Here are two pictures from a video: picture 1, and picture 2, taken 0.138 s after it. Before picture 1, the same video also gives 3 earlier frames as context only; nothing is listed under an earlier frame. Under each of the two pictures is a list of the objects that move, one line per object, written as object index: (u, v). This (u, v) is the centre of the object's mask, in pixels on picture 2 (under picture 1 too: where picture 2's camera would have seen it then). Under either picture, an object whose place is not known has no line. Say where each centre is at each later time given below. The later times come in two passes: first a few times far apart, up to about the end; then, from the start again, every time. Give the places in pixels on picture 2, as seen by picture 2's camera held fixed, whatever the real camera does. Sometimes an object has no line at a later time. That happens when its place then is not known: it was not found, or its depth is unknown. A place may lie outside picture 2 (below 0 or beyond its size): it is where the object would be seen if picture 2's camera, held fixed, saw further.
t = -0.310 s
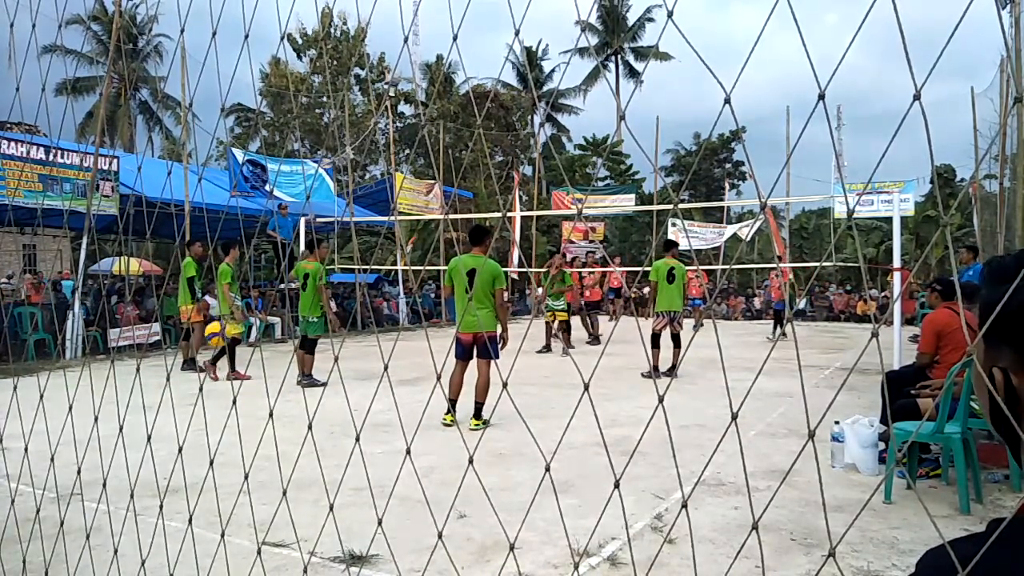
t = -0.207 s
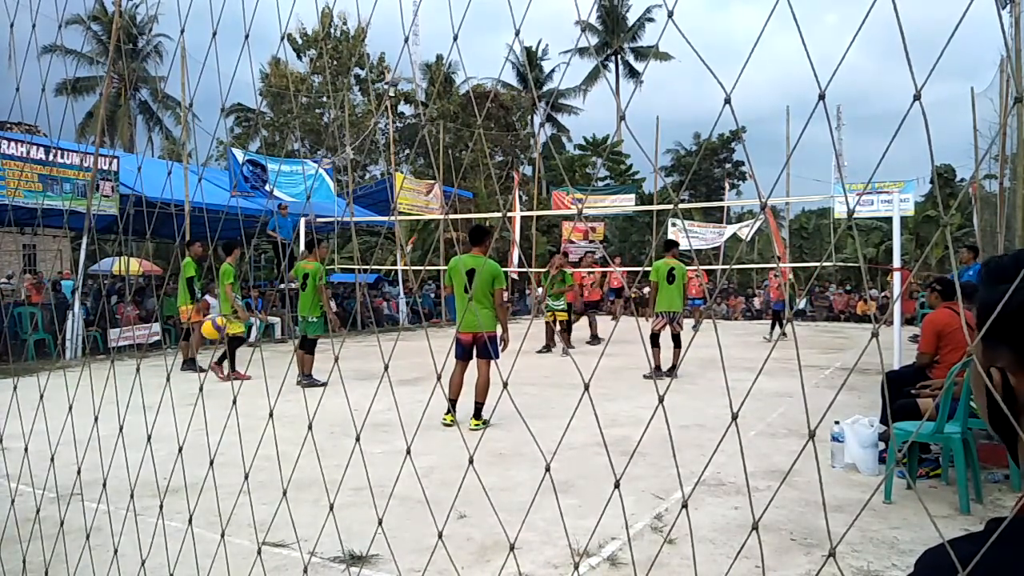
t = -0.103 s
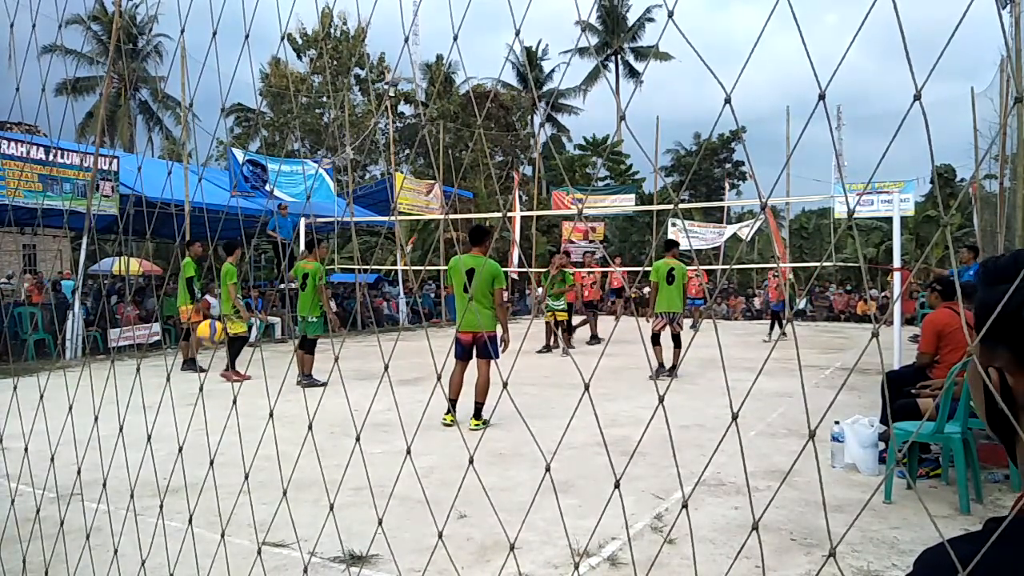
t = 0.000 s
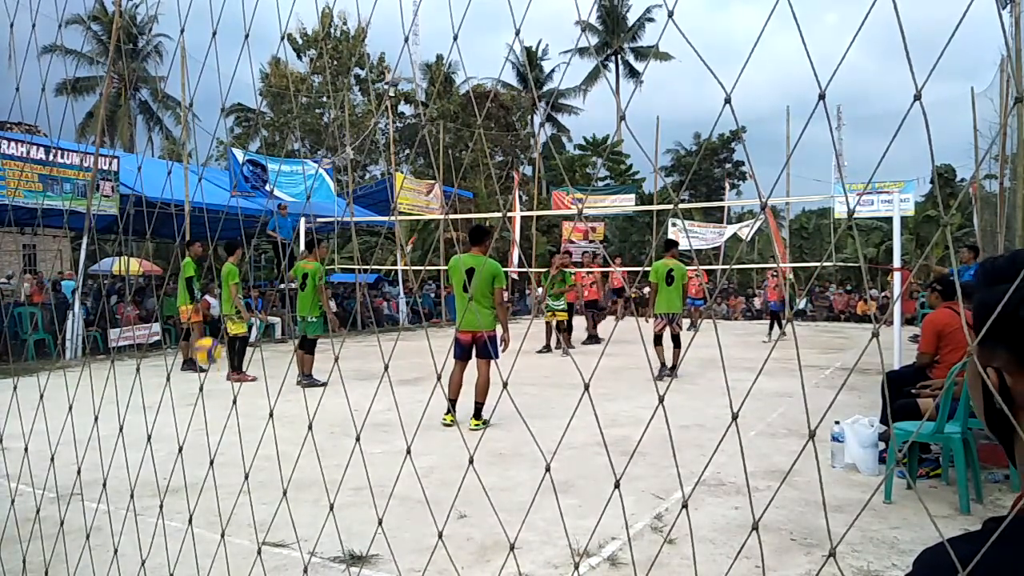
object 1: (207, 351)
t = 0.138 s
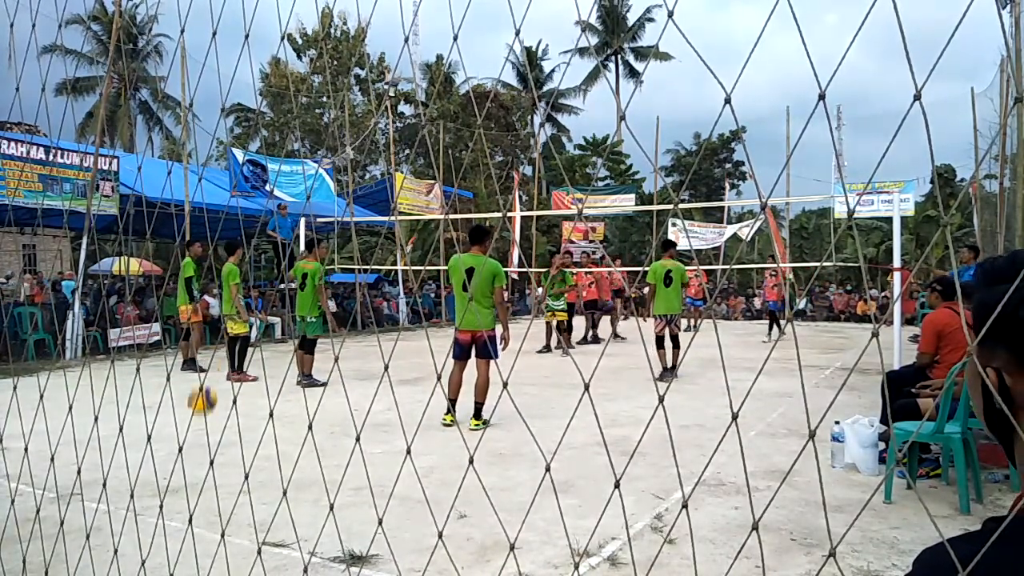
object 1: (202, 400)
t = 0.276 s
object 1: (198, 416)
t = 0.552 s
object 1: (193, 374)
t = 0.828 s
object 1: (189, 437)
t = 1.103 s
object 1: (185, 418)
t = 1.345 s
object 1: (183, 455)
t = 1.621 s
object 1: (179, 454)
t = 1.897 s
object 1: (176, 512)
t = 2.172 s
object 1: (175, 506)
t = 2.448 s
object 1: (170, 527)
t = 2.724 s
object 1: (166, 555)
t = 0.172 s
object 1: (201, 417)
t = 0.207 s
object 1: (200, 436)
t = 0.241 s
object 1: (200, 428)
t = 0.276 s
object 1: (198, 416)
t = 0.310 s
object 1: (198, 407)
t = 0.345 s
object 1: (197, 397)
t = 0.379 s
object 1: (196, 390)
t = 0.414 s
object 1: (196, 383)
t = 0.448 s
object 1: (195, 379)
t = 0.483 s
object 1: (194, 376)
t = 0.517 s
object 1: (194, 374)
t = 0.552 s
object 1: (193, 374)
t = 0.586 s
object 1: (193, 376)
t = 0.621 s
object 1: (192, 379)
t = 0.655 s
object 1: (192, 384)
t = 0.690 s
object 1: (191, 392)
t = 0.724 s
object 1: (191, 400)
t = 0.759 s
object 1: (190, 410)
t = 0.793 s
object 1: (190, 423)
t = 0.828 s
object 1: (189, 437)
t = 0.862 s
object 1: (189, 454)
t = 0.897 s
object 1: (189, 458)
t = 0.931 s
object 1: (188, 447)
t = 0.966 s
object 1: (187, 438)
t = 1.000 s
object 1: (187, 431)
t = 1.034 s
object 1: (186, 424)
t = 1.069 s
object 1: (186, 421)
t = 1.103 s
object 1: (185, 418)
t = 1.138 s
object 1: (185, 417)
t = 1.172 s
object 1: (184, 419)
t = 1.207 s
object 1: (184, 422)
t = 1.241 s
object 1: (184, 428)
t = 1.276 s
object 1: (183, 434)
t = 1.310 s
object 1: (183, 443)
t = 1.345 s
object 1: (183, 455)
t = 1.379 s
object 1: (182, 468)
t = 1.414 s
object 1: (182, 488)
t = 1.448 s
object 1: (182, 482)
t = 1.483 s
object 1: (181, 472)
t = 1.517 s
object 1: (180, 464)
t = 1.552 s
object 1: (180, 458)
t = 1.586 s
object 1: (179, 455)
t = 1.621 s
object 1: (179, 454)
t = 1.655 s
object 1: (178, 454)
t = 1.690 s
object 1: (178, 456)
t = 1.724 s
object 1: (177, 461)
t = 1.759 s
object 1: (177, 468)
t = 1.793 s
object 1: (177, 478)
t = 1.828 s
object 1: (176, 491)
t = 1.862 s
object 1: (176, 506)
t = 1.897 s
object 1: (176, 512)
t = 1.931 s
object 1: (175, 503)
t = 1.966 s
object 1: (175, 496)
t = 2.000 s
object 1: (175, 493)
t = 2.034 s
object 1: (175, 490)
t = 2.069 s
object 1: (175, 491)
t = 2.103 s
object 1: (175, 493)
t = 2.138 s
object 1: (175, 498)
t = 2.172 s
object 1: (175, 506)
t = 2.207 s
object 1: (175, 518)
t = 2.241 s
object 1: (175, 530)
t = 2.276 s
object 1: (175, 543)
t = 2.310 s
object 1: (174, 534)
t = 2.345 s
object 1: (173, 528)
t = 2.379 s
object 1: (172, 526)
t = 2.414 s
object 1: (171, 525)
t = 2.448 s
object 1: (170, 527)
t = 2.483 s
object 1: (170, 532)
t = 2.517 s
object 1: (169, 540)
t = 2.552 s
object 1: (169, 550)
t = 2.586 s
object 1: (169, 560)
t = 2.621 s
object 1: (168, 560)
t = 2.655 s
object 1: (167, 557)
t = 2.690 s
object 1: (166, 555)
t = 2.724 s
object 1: (166, 555)
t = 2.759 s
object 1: (165, 557)
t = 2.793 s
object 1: (166, 560)
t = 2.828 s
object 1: (166, 563)
